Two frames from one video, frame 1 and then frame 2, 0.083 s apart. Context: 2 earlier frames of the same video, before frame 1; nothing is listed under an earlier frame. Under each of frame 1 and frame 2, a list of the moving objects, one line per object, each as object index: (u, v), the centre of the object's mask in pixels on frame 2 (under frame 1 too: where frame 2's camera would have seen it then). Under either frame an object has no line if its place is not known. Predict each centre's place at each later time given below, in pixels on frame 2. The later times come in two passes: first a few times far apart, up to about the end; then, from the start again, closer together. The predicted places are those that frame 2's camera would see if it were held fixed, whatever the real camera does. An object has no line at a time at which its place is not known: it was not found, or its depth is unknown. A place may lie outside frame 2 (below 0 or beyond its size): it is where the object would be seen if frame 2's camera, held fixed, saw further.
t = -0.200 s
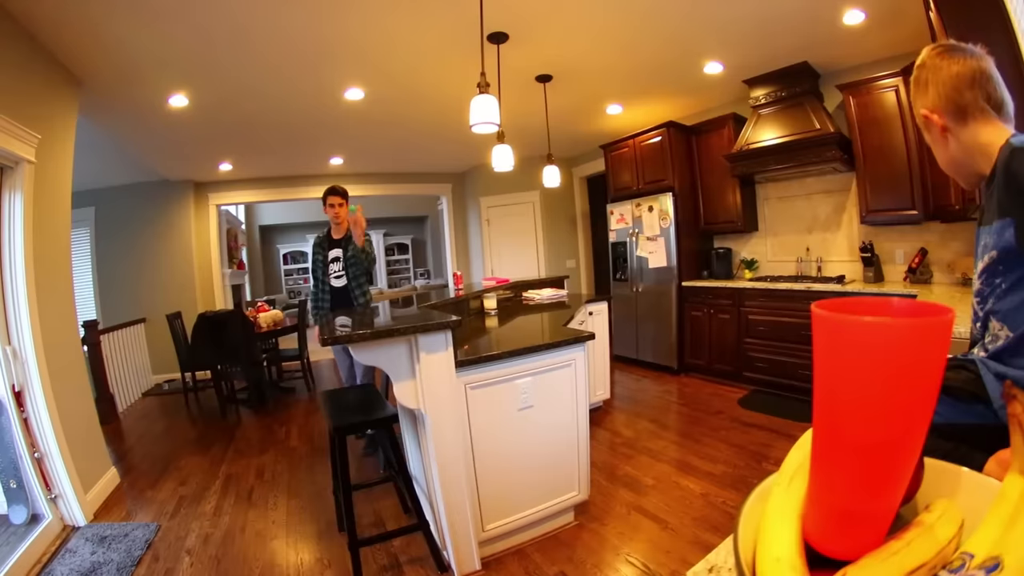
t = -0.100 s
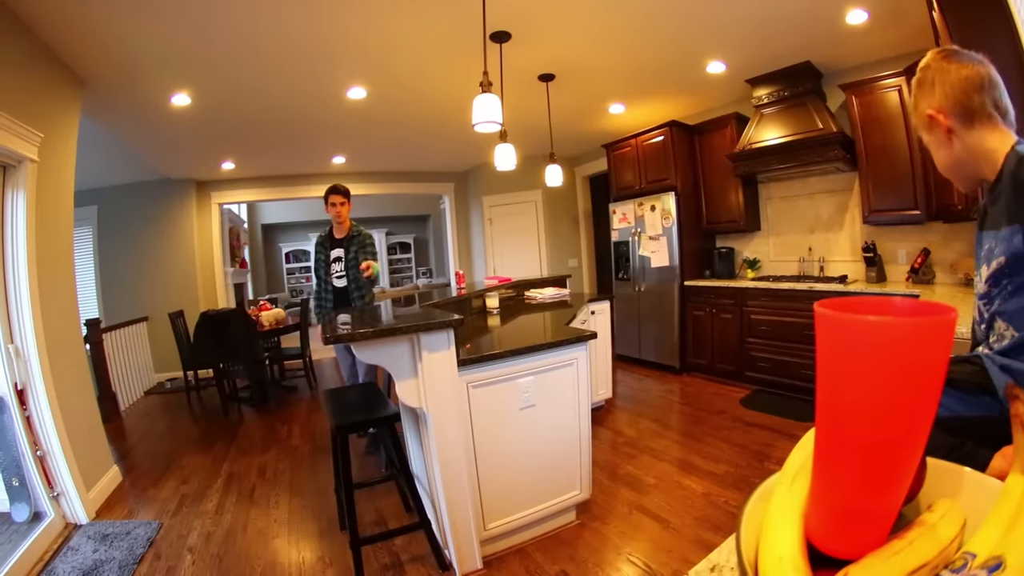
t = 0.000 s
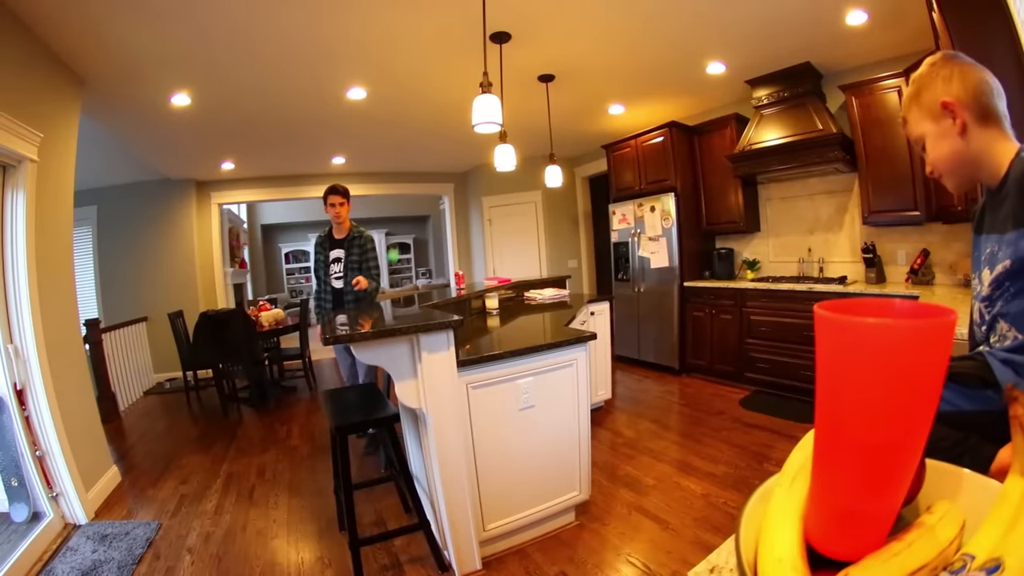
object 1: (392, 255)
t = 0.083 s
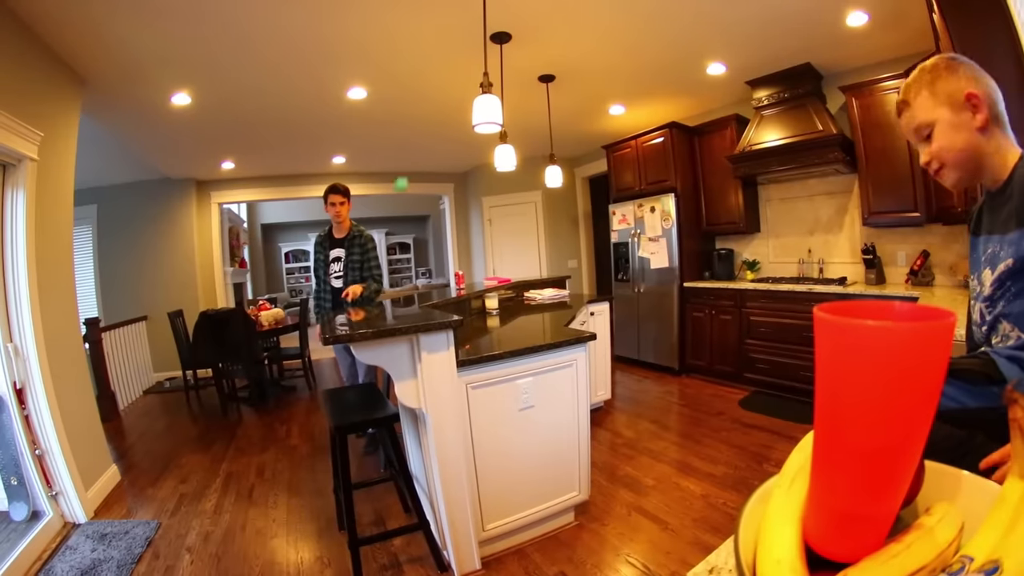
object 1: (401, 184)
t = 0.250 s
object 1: (435, 70)
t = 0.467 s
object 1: (554, 23)
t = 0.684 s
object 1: (619, 229)
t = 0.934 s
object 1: (405, 464)
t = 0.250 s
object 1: (435, 70)
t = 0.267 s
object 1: (440, 61)
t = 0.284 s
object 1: (445, 53)
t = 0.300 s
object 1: (451, 45)
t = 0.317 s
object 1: (457, 38)
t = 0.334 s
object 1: (464, 32)
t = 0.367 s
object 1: (480, 22)
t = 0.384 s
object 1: (489, 18)
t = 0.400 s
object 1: (499, 16)
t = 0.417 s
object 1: (510, 15)
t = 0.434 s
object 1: (523, 15)
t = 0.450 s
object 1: (538, 18)
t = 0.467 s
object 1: (554, 23)
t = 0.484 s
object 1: (574, 32)
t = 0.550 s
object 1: (694, 131)
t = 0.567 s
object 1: (733, 182)
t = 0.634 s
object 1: (710, 240)
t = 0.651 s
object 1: (684, 234)
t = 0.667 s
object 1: (650, 229)
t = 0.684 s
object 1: (619, 229)
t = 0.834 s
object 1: (456, 343)
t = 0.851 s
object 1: (444, 364)
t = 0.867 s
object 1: (434, 385)
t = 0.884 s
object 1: (424, 407)
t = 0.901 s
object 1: (417, 424)
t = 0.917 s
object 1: (410, 444)
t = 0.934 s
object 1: (405, 464)
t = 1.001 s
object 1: (393, 530)
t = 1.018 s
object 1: (391, 545)
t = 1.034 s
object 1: (391, 560)
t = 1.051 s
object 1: (389, 571)
